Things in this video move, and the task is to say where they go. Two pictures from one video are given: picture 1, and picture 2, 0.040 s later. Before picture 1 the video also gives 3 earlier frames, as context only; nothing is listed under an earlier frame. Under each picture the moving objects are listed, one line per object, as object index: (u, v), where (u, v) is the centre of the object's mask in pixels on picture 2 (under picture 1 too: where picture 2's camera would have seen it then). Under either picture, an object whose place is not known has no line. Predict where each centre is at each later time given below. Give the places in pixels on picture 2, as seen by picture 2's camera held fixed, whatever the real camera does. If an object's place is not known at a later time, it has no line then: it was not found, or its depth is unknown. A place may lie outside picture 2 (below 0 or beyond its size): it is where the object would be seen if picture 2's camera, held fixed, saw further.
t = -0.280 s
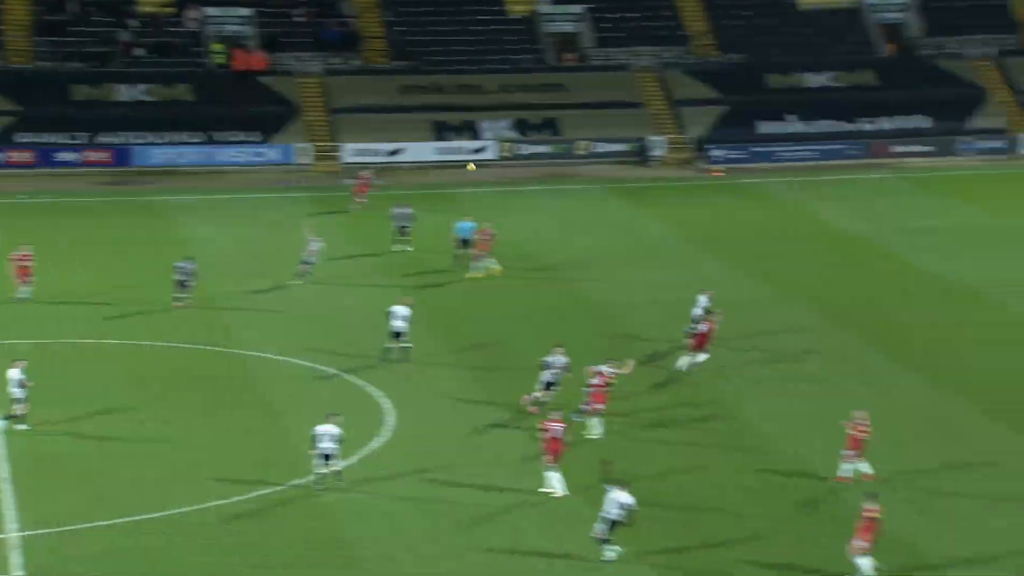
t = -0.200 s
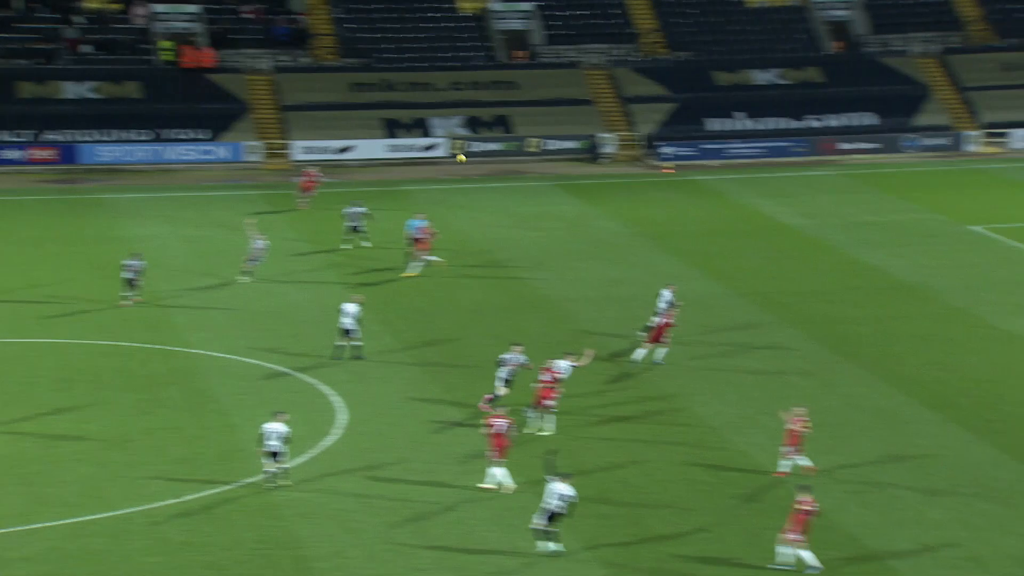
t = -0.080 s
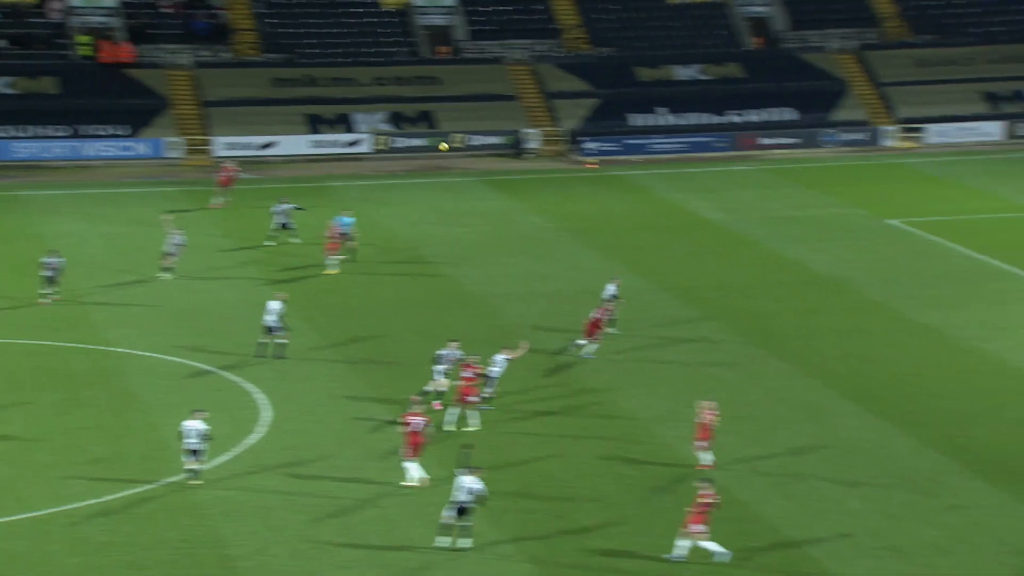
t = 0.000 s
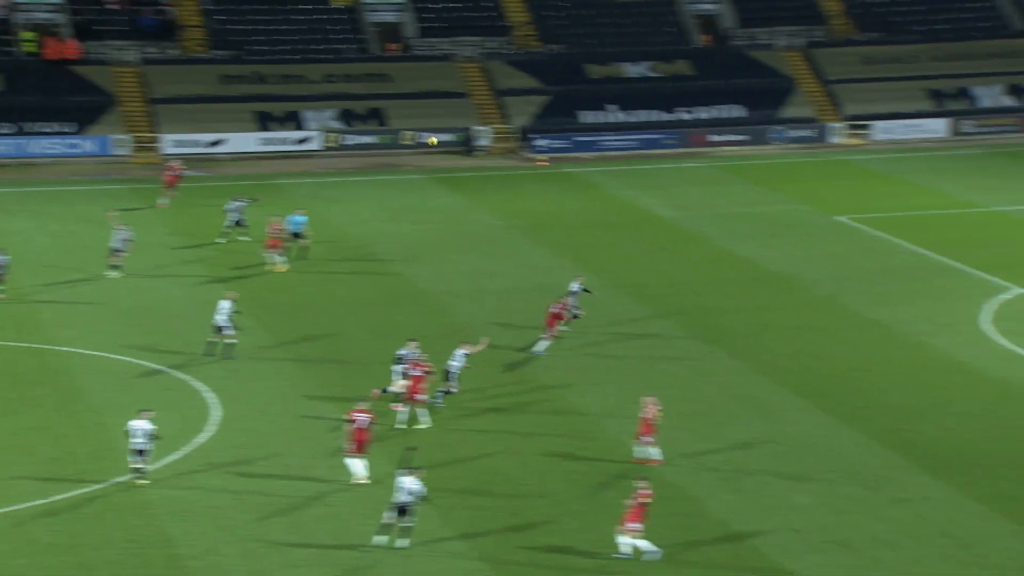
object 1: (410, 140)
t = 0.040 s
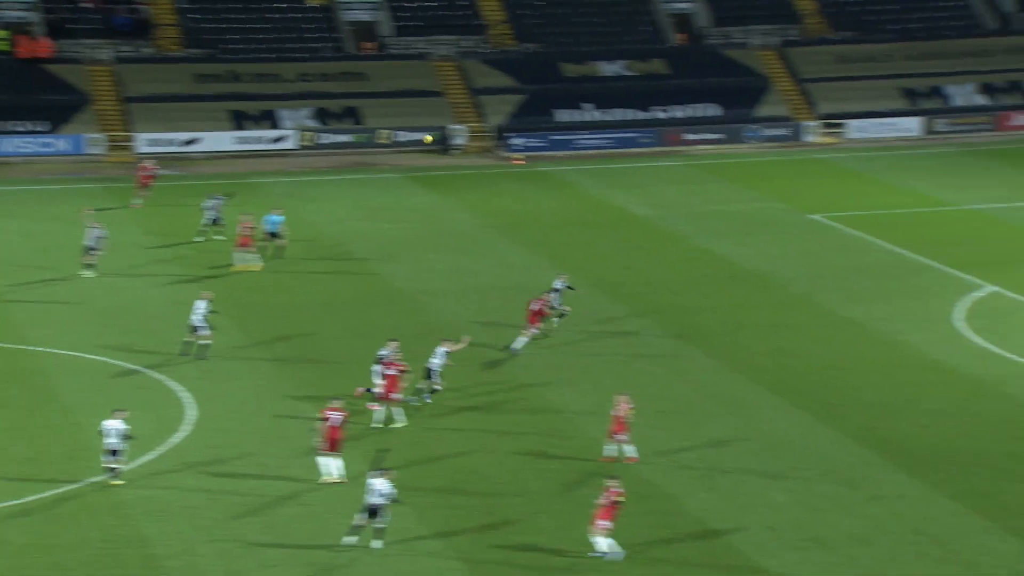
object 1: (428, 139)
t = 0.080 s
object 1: (445, 139)
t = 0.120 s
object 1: (462, 139)
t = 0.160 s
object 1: (480, 140)
